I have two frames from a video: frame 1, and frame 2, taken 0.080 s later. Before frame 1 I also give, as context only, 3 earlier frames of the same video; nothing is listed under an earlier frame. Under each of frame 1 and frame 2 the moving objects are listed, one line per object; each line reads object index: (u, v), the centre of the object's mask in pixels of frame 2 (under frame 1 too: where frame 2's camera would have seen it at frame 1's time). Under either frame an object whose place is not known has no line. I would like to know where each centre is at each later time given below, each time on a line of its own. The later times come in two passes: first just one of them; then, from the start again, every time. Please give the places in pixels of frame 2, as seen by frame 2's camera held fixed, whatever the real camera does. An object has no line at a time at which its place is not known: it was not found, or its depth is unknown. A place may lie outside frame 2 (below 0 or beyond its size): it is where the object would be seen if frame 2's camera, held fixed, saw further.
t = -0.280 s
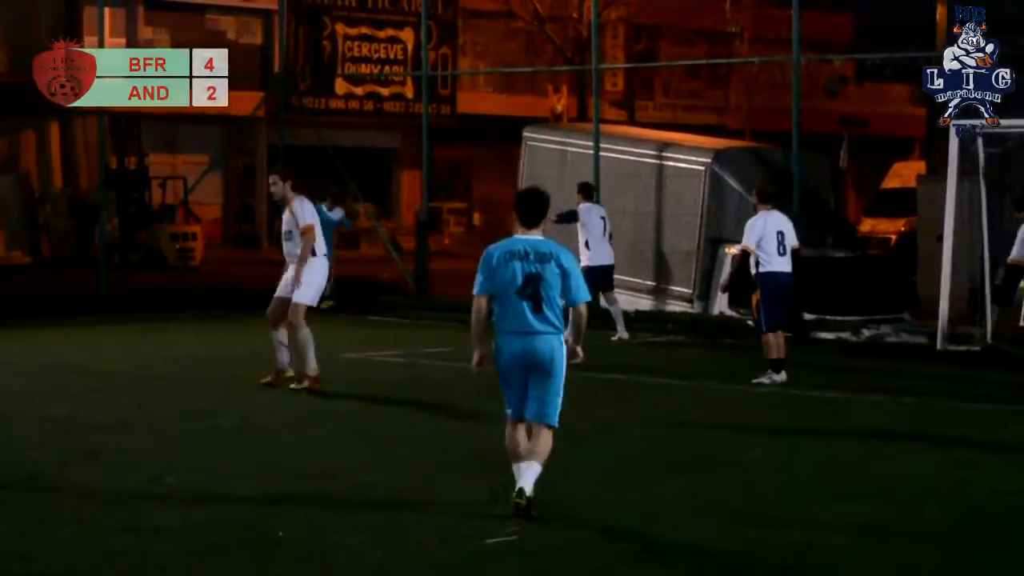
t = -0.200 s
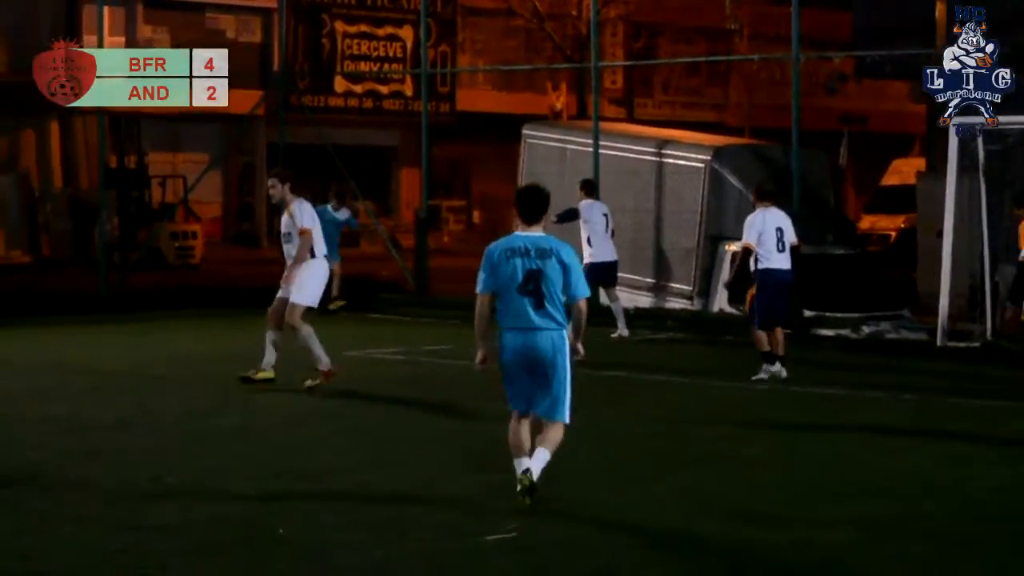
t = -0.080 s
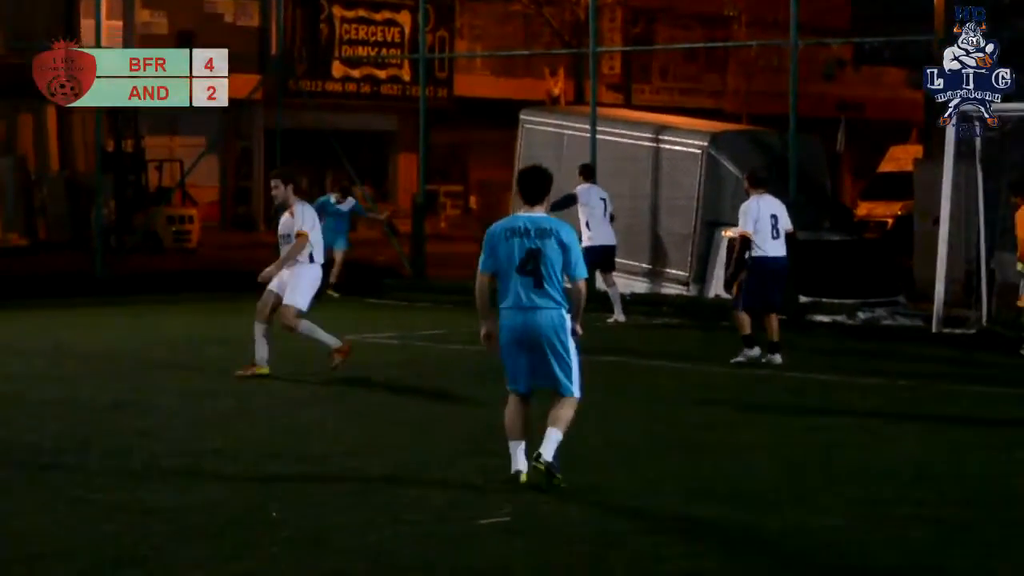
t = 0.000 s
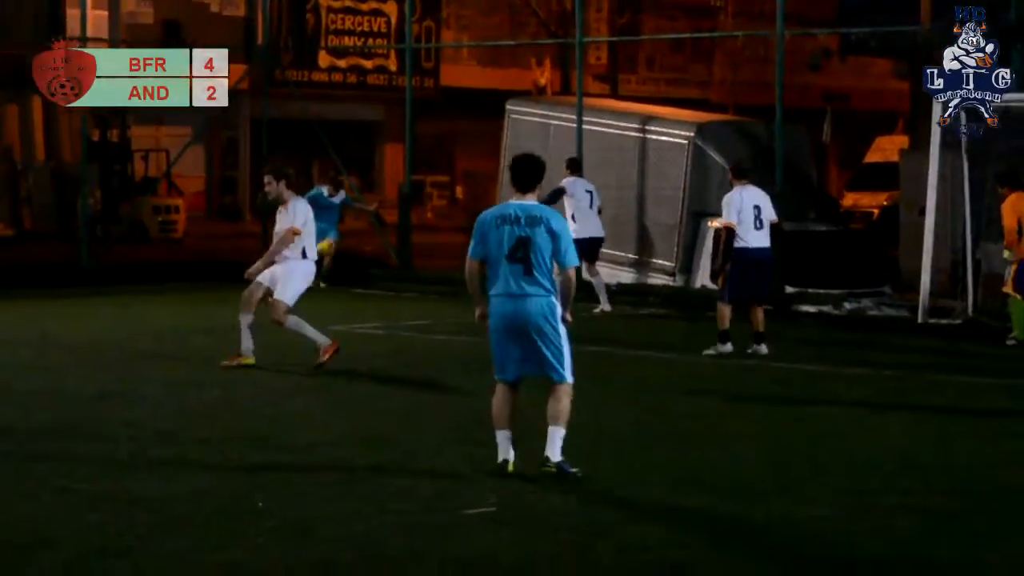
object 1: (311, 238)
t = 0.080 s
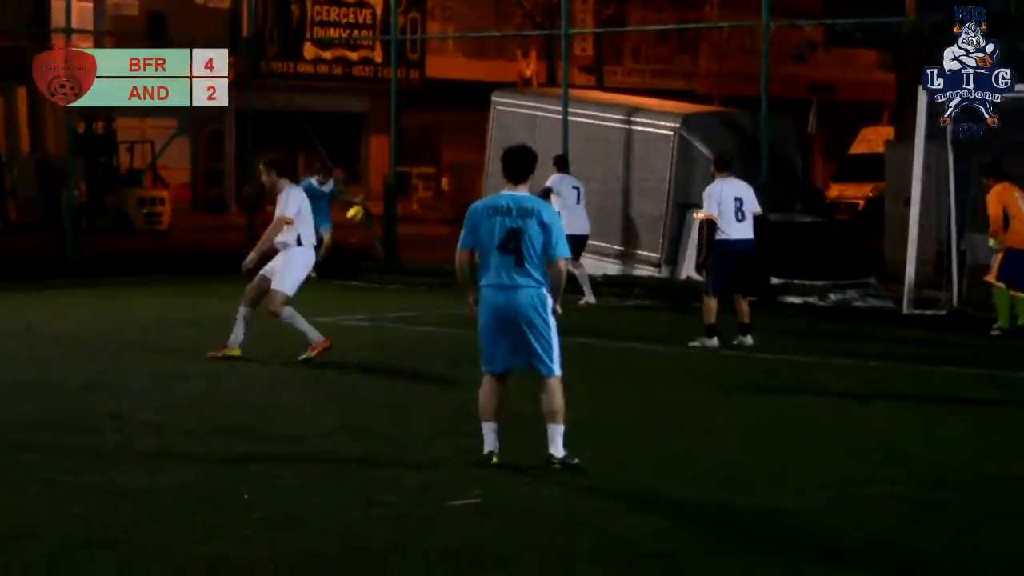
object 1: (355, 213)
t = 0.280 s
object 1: (480, 159)
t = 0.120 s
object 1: (379, 201)
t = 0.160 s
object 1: (404, 190)
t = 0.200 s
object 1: (430, 179)
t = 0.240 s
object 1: (455, 169)
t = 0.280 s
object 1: (480, 159)
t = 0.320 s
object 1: (509, 151)
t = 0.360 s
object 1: (538, 138)
